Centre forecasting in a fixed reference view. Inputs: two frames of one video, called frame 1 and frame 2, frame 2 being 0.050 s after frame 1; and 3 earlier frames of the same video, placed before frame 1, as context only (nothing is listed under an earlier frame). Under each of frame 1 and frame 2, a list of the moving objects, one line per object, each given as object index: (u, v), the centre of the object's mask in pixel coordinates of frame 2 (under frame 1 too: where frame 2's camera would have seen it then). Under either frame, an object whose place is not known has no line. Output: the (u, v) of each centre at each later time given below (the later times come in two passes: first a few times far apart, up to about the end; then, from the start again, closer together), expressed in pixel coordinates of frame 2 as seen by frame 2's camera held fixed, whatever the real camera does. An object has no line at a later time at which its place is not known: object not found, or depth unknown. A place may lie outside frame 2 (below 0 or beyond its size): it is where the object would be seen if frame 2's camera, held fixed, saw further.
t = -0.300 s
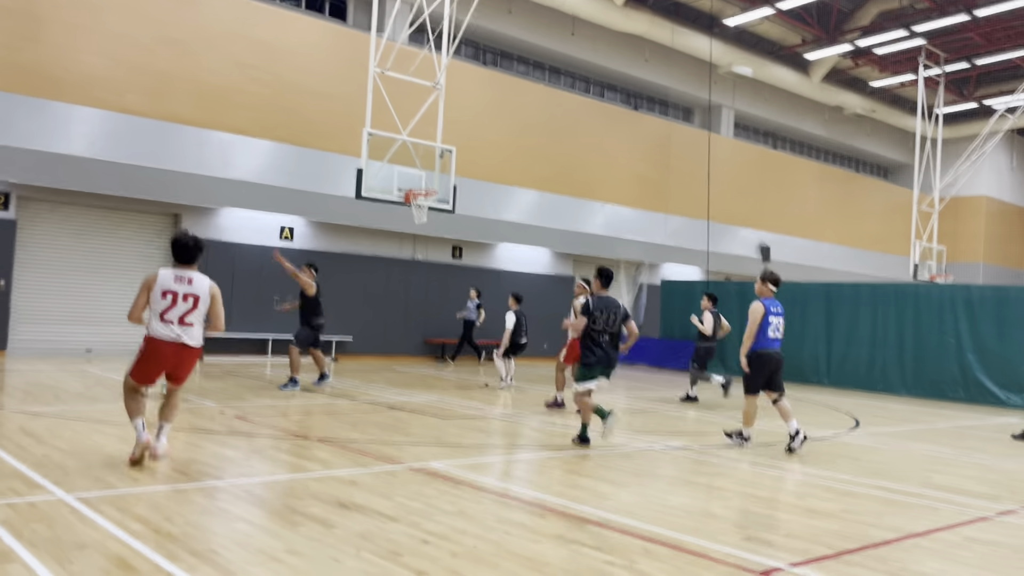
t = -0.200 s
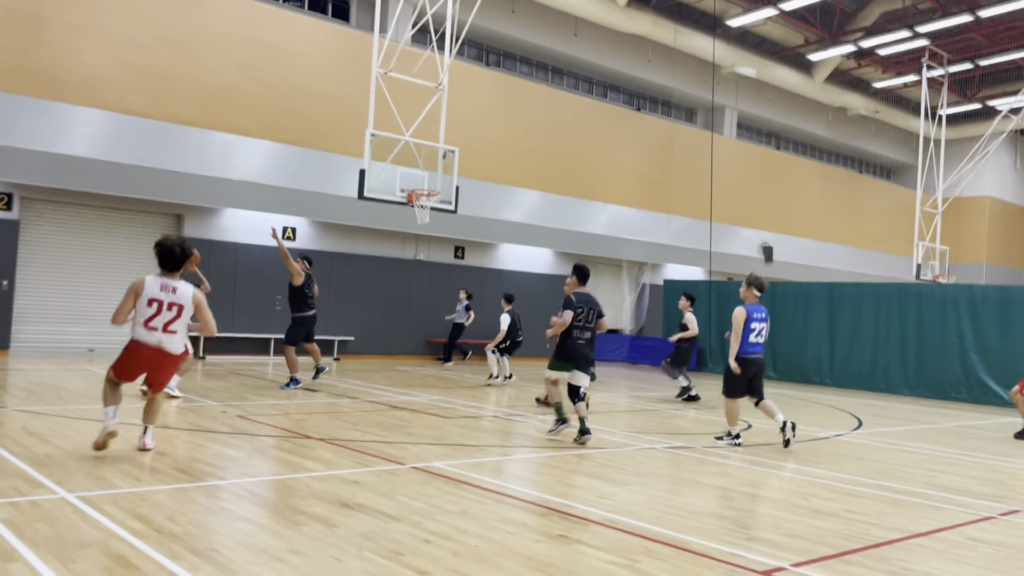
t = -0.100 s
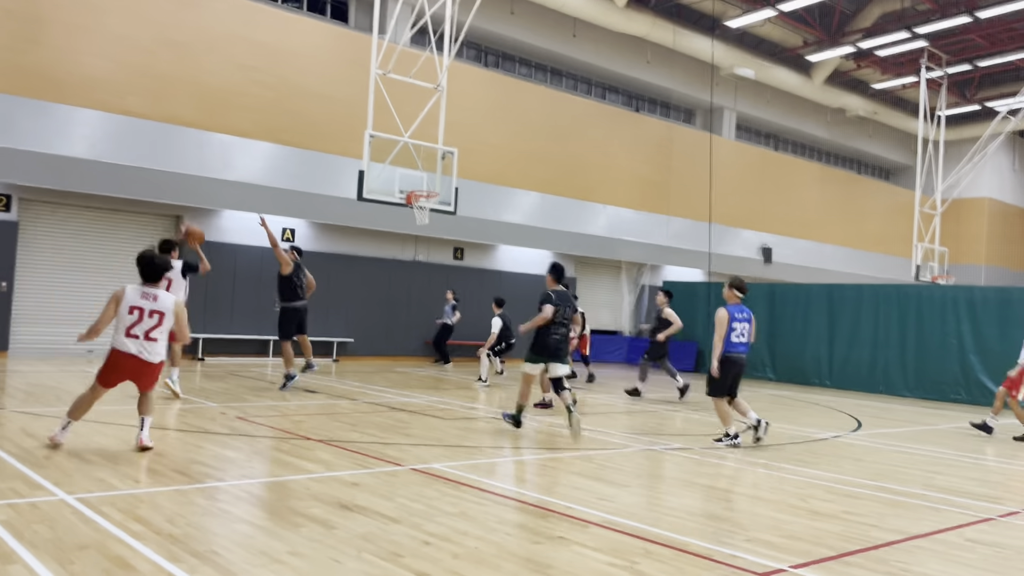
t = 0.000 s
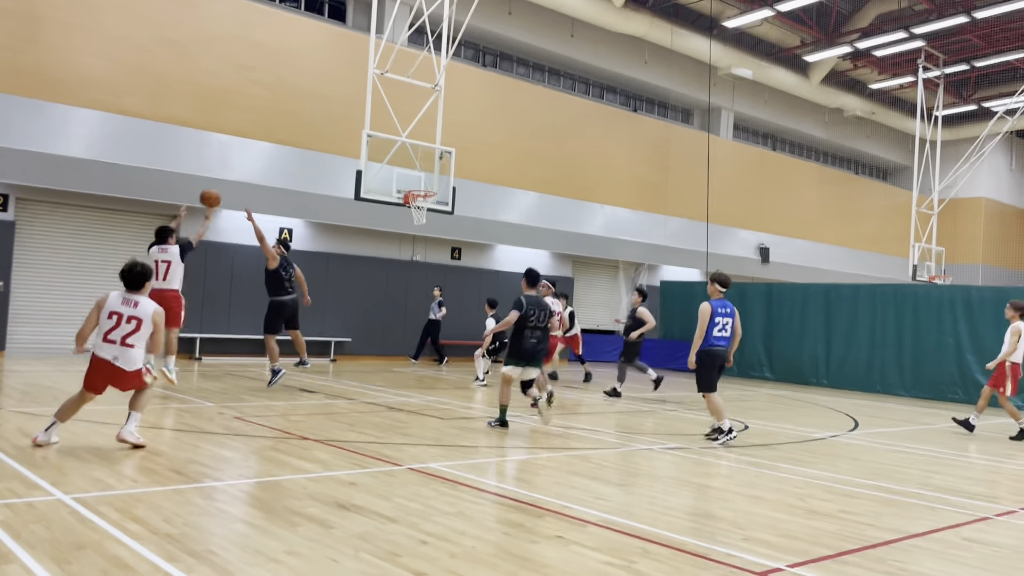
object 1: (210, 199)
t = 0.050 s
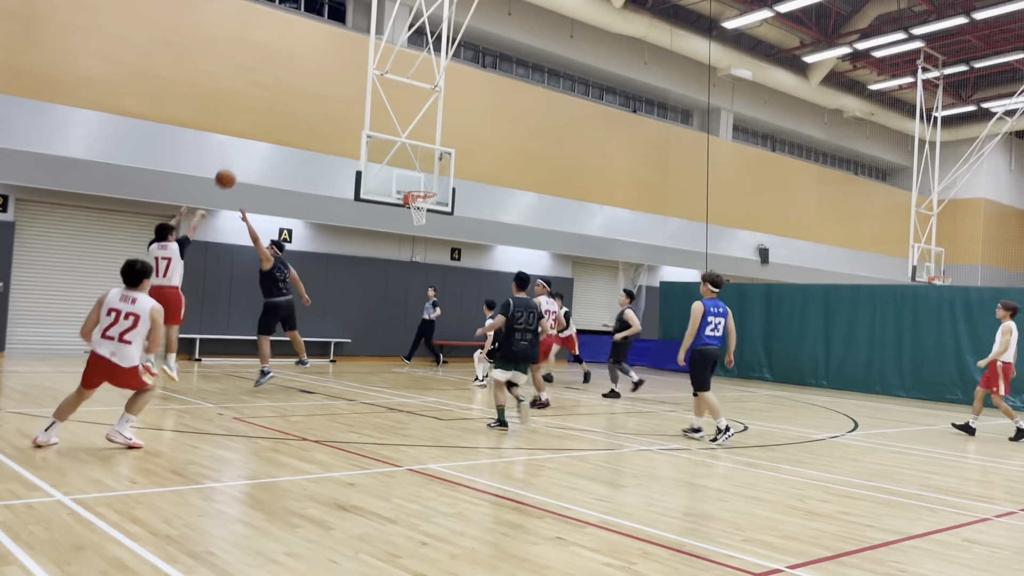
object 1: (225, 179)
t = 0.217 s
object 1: (272, 131)
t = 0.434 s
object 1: (324, 104)
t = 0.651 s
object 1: (366, 111)
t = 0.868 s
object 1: (401, 145)
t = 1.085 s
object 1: (428, 201)
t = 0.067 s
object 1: (230, 172)
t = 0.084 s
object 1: (236, 167)
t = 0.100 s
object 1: (240, 161)
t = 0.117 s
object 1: (245, 156)
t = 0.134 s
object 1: (250, 151)
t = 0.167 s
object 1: (259, 142)
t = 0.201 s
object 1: (268, 134)
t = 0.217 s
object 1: (272, 131)
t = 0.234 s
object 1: (276, 128)
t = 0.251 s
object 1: (281, 124)
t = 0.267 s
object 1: (285, 122)
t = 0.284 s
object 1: (289, 119)
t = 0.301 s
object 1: (293, 117)
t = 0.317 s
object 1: (297, 114)
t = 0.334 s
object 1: (301, 112)
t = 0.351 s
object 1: (305, 111)
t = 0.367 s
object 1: (309, 109)
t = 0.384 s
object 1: (313, 107)
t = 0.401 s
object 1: (316, 106)
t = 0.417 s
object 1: (320, 105)
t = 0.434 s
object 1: (324, 104)
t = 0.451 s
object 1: (327, 104)
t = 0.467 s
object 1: (330, 103)
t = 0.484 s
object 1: (334, 103)
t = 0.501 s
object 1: (338, 103)
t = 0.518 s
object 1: (341, 104)
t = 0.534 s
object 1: (344, 104)
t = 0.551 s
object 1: (347, 104)
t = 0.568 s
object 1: (351, 105)
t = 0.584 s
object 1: (353, 106)
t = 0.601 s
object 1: (356, 107)
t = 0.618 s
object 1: (359, 108)
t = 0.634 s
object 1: (363, 109)
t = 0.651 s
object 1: (366, 111)
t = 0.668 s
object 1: (369, 113)
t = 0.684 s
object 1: (372, 114)
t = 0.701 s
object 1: (374, 117)
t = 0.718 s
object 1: (377, 119)
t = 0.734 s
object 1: (380, 121)
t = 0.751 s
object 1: (383, 123)
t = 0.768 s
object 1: (385, 126)
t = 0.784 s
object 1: (388, 129)
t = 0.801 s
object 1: (391, 132)
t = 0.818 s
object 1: (394, 135)
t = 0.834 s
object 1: (396, 138)
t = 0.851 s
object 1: (399, 142)
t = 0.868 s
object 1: (401, 145)
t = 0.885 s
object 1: (404, 149)
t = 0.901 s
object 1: (406, 152)
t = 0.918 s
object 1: (409, 157)
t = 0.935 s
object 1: (411, 161)
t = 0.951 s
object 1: (413, 164)
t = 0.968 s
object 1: (415, 169)
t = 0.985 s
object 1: (418, 173)
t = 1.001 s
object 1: (420, 177)
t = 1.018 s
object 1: (422, 182)
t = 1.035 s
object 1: (425, 188)
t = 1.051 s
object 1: (427, 193)
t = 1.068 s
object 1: (429, 197)
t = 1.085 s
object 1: (428, 201)
